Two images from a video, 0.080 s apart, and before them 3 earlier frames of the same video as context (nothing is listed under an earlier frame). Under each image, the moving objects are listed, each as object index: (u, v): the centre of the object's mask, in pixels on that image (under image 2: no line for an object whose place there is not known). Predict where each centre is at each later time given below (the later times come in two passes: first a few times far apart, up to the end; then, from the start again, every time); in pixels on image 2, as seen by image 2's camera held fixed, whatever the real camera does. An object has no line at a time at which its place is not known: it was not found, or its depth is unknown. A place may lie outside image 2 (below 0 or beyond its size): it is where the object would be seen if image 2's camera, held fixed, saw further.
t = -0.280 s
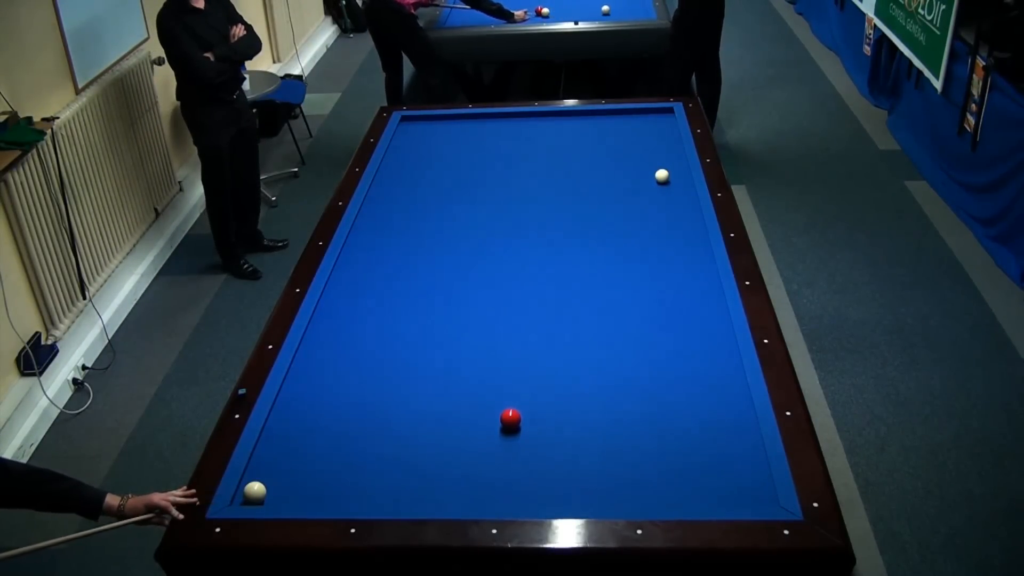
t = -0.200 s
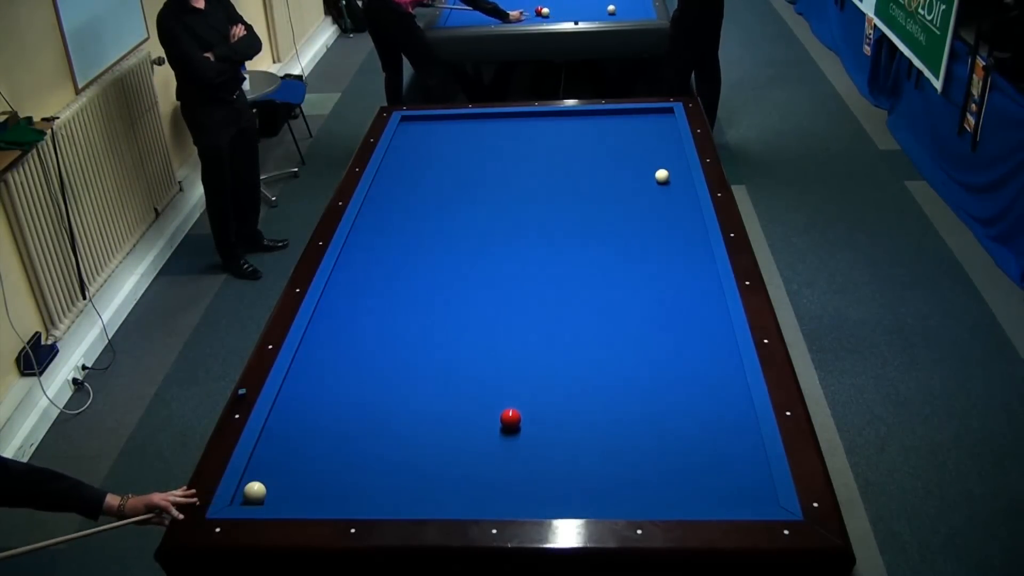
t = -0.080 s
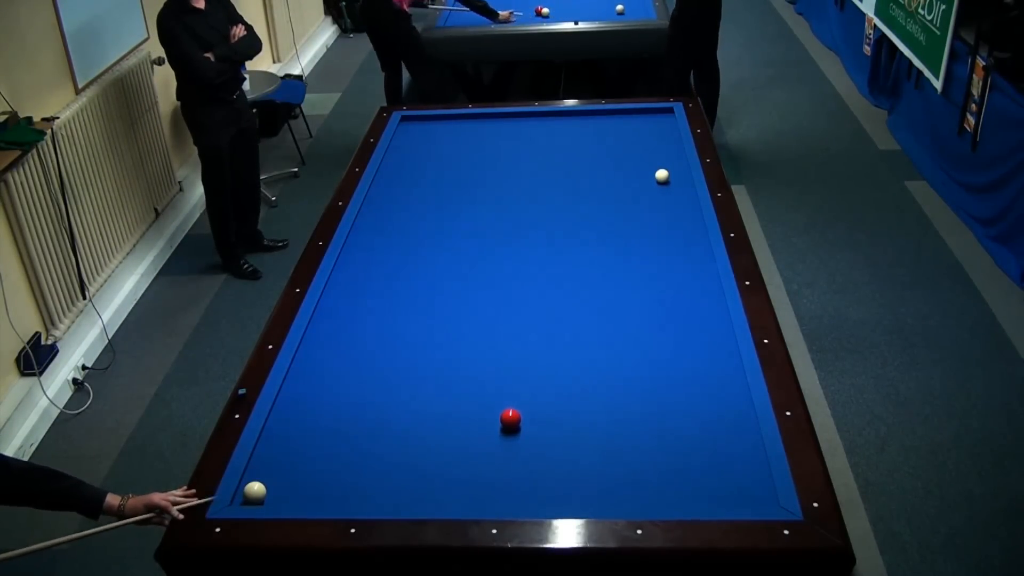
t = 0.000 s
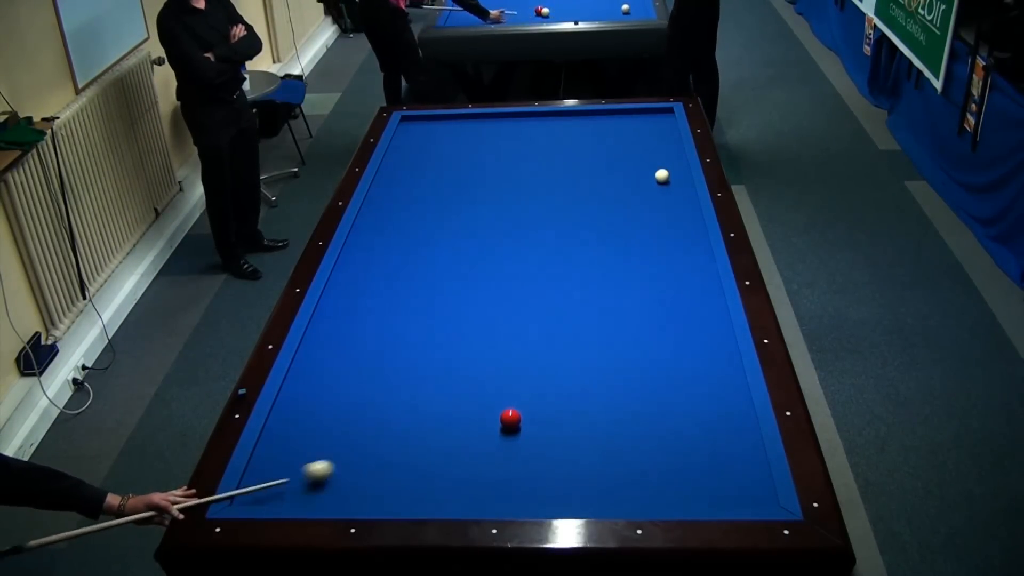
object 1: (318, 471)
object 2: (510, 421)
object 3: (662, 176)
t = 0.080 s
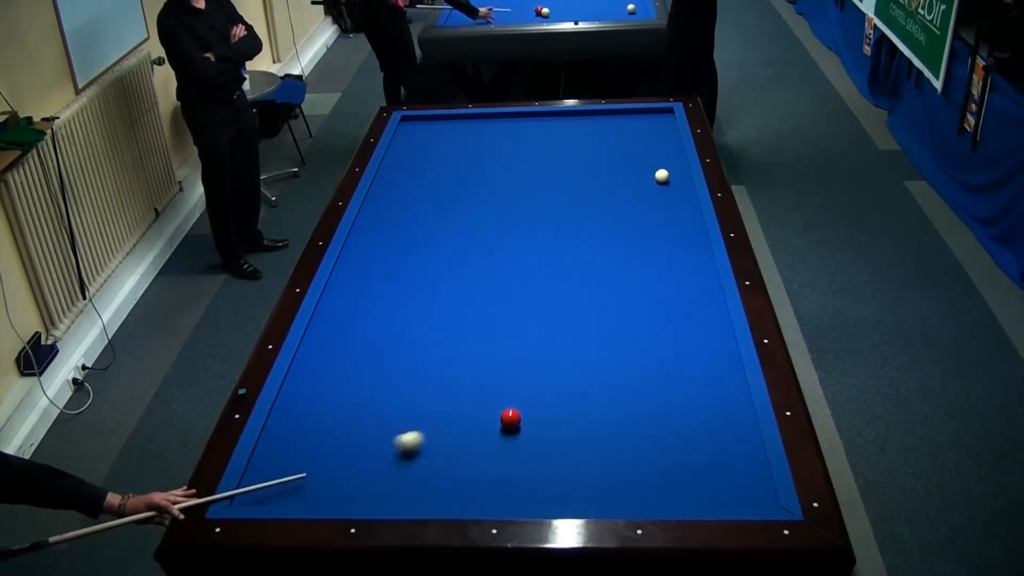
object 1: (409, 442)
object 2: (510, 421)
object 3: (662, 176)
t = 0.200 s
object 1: (497, 400)
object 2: (547, 423)
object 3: (662, 176)
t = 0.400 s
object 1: (538, 333)
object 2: (710, 438)
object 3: (662, 176)
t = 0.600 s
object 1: (588, 279)
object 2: (677, 446)
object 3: (662, 176)
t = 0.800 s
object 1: (636, 234)
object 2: (587, 452)
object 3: (662, 176)
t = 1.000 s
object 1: (678, 195)
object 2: (505, 458)
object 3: (662, 176)
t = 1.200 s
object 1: (680, 170)
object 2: (423, 464)
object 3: (641, 173)
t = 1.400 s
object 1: (674, 151)
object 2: (341, 469)
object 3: (603, 166)
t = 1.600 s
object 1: (663, 134)
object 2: (262, 475)
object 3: (569, 160)
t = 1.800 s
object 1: (654, 118)
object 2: (297, 476)
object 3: (538, 155)
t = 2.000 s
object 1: (642, 116)
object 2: (341, 477)
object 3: (507, 150)
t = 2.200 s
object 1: (626, 125)
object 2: (385, 477)
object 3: (478, 145)
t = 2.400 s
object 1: (611, 134)
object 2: (429, 479)
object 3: (451, 140)
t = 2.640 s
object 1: (591, 146)
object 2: (480, 481)
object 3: (419, 135)
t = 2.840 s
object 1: (574, 156)
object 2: (523, 482)
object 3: (405, 130)
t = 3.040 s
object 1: (558, 166)
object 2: (565, 483)
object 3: (423, 126)
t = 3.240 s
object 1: (540, 177)
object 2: (607, 483)
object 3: (439, 122)
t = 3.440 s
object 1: (522, 187)
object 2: (649, 485)
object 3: (455, 118)
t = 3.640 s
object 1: (503, 198)
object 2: (690, 486)
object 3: (468, 117)
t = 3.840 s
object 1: (484, 209)
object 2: (730, 487)
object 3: (480, 119)
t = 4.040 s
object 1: (465, 221)
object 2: (758, 488)
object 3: (491, 120)
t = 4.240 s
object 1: (445, 233)
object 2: (734, 489)
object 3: (502, 121)
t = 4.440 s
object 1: (424, 245)
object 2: (712, 489)
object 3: (513, 123)
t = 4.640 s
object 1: (402, 258)
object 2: (690, 490)
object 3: (524, 124)
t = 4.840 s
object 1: (380, 271)
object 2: (668, 490)
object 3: (535, 126)
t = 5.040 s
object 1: (358, 284)
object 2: (648, 490)
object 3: (545, 127)
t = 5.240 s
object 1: (335, 298)
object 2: (628, 490)
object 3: (555, 128)
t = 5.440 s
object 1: (327, 311)
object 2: (609, 491)
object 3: (565, 130)
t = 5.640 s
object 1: (333, 322)
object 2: (591, 491)
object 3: (574, 131)
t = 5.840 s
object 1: (338, 333)
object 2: (574, 491)
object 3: (584, 132)
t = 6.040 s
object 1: (343, 344)
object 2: (557, 491)
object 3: (593, 134)
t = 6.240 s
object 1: (348, 356)
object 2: (541, 492)
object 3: (601, 134)
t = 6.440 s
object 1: (354, 368)
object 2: (527, 492)
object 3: (610, 136)
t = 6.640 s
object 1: (359, 380)
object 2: (512, 493)
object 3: (618, 137)
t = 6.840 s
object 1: (365, 391)
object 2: (499, 492)
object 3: (626, 138)
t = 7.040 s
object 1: (370, 403)
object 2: (486, 493)
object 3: (633, 138)
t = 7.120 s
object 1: (373, 408)
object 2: (481, 492)
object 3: (636, 139)
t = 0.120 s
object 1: (452, 428)
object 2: (510, 421)
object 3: (662, 176)
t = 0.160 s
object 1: (490, 414)
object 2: (513, 421)
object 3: (662, 176)
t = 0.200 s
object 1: (497, 400)
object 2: (547, 423)
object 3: (662, 176)
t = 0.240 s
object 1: (504, 385)
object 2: (581, 426)
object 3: (662, 176)
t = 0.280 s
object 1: (512, 371)
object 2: (614, 429)
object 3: (662, 176)
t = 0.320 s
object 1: (520, 358)
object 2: (647, 431)
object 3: (662, 176)
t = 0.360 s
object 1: (528, 345)
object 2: (679, 434)
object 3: (662, 176)
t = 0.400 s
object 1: (538, 333)
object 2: (710, 438)
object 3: (662, 176)
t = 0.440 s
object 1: (547, 321)
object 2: (740, 439)
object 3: (662, 176)
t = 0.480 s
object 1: (557, 310)
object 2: (742, 441)
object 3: (662, 176)
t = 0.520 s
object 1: (567, 299)
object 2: (719, 443)
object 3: (662, 176)
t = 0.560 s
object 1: (577, 289)
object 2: (698, 445)
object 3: (662, 176)
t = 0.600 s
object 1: (588, 279)
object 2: (677, 446)
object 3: (662, 176)
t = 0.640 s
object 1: (598, 269)
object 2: (657, 447)
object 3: (662, 176)
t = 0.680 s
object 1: (608, 260)
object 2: (638, 448)
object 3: (662, 176)
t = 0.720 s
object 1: (618, 251)
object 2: (621, 449)
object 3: (662, 176)
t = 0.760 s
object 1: (627, 242)
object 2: (604, 450)
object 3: (662, 176)
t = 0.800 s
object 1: (636, 234)
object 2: (587, 452)
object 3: (662, 176)
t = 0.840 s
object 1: (645, 226)
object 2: (571, 453)
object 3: (662, 176)
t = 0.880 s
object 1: (654, 218)
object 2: (554, 455)
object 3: (662, 176)
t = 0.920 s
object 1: (662, 210)
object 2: (538, 455)
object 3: (662, 176)
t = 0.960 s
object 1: (670, 202)
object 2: (521, 457)
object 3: (662, 176)
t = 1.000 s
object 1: (678, 195)
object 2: (505, 458)
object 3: (662, 176)
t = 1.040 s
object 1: (685, 189)
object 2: (488, 460)
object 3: (662, 176)
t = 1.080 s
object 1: (683, 183)
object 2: (472, 460)
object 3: (662, 176)
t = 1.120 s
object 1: (676, 177)
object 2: (455, 461)
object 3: (661, 176)
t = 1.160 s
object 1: (678, 174)
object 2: (439, 462)
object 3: (651, 174)
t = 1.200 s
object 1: (680, 170)
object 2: (423, 464)
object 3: (641, 173)
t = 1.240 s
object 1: (681, 166)
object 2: (407, 464)
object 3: (633, 171)
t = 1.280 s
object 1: (681, 163)
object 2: (390, 465)
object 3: (624, 170)
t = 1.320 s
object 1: (678, 159)
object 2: (373, 467)
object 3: (617, 168)
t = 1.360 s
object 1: (676, 155)
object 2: (357, 468)
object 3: (610, 167)
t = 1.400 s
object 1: (674, 151)
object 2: (341, 469)
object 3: (603, 166)
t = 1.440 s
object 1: (672, 147)
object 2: (325, 471)
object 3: (596, 165)
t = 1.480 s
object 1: (669, 144)
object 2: (310, 471)
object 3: (589, 164)
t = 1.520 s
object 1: (667, 141)
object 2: (294, 473)
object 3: (582, 163)
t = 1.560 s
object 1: (665, 137)
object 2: (278, 474)
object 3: (576, 162)
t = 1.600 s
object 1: (663, 134)
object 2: (262, 475)
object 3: (569, 160)
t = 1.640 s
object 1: (661, 131)
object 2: (255, 476)
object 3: (563, 159)
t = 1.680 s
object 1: (659, 127)
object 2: (267, 476)
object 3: (556, 158)
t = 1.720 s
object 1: (657, 124)
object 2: (278, 476)
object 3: (550, 157)
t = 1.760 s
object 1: (655, 121)
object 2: (288, 476)
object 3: (544, 156)
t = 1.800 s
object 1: (654, 118)
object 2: (297, 476)
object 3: (538, 155)
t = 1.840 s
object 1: (652, 115)
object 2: (306, 477)
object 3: (531, 154)
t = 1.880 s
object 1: (650, 112)
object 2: (315, 477)
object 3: (525, 153)
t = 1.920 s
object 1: (648, 111)
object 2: (324, 476)
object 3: (519, 152)
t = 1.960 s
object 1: (645, 113)
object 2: (332, 477)
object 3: (513, 151)
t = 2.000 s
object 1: (642, 116)
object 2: (341, 477)
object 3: (507, 150)
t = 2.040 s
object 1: (639, 118)
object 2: (350, 477)
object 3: (501, 149)
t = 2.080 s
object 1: (635, 120)
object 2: (359, 477)
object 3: (496, 148)
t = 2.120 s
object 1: (632, 122)
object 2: (367, 477)
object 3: (490, 147)
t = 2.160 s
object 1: (629, 123)
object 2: (376, 477)
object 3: (484, 146)
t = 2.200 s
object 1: (626, 125)
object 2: (385, 477)
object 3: (478, 145)
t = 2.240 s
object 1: (623, 127)
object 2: (394, 477)
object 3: (473, 144)
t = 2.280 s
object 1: (620, 129)
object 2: (403, 477)
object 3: (467, 143)
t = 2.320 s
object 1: (617, 131)
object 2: (412, 478)
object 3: (462, 142)
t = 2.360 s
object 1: (614, 133)
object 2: (420, 478)
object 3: (456, 141)
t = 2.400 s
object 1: (611, 134)
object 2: (429, 479)
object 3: (451, 140)
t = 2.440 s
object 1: (607, 137)
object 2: (437, 479)
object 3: (445, 139)
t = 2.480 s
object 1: (604, 138)
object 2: (446, 479)
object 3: (440, 138)
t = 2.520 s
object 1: (601, 140)
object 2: (455, 479)
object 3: (435, 137)
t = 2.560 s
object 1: (598, 142)
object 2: (463, 480)
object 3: (429, 136)
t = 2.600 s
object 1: (594, 144)
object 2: (472, 480)
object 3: (424, 136)
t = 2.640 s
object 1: (591, 146)
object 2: (480, 481)
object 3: (419, 135)
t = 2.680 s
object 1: (588, 148)
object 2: (489, 481)
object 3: (414, 134)
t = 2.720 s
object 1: (585, 150)
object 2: (497, 481)
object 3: (409, 133)
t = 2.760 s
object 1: (581, 152)
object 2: (506, 481)
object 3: (404, 132)
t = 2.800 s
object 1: (578, 154)
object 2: (514, 482)
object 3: (401, 131)
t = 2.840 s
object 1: (574, 156)
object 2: (523, 482)
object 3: (405, 130)
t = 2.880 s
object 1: (571, 158)
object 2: (532, 482)
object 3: (409, 129)
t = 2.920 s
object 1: (568, 160)
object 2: (540, 482)
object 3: (413, 128)
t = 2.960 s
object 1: (564, 162)
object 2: (548, 482)
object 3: (416, 128)
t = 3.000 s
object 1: (561, 164)
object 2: (557, 483)
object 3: (420, 127)
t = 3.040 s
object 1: (558, 166)
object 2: (565, 483)
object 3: (423, 126)
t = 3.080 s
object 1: (554, 168)
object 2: (574, 483)
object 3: (426, 125)
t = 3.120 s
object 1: (551, 170)
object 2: (582, 483)
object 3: (429, 125)
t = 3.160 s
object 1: (547, 172)
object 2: (591, 483)
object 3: (433, 124)
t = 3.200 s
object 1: (544, 174)
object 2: (599, 484)
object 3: (436, 123)
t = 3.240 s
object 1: (540, 177)
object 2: (607, 483)
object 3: (439, 122)
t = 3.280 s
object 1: (536, 178)
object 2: (616, 484)
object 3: (442, 121)
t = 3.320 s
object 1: (533, 181)
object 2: (624, 484)
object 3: (446, 121)
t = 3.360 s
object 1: (529, 183)
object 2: (633, 485)
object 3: (449, 120)
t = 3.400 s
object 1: (526, 185)
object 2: (641, 485)
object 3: (452, 119)
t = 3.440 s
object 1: (522, 187)
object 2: (649, 485)
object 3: (455, 118)
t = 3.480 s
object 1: (518, 189)
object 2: (657, 485)
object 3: (458, 117)
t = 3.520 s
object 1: (514, 191)
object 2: (666, 485)
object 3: (461, 117)
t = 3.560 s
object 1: (511, 194)
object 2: (674, 485)
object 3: (463, 117)
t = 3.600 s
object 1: (507, 196)
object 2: (682, 486)
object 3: (466, 117)
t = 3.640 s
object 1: (503, 198)
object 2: (690, 486)
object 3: (468, 117)
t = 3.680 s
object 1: (500, 200)
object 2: (698, 487)
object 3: (470, 118)
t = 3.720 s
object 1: (496, 203)
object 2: (706, 487)
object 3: (473, 118)
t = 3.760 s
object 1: (492, 205)
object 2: (714, 487)
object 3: (475, 118)
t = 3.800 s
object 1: (488, 207)
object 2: (722, 487)
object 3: (477, 119)
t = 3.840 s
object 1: (484, 209)
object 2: (730, 487)
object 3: (480, 119)
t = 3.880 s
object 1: (480, 212)
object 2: (738, 488)
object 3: (482, 119)
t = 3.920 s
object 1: (476, 214)
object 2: (746, 488)
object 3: (484, 119)
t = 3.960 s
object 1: (473, 216)
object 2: (754, 487)
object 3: (487, 120)
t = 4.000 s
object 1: (469, 219)
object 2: (762, 488)
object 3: (489, 120)
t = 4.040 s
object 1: (465, 221)
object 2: (758, 488)
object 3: (491, 120)
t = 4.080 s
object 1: (461, 223)
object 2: (753, 488)
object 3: (493, 120)
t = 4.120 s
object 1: (457, 226)
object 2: (748, 488)
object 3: (495, 121)
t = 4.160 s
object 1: (453, 228)
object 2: (744, 488)
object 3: (498, 121)
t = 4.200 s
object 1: (448, 231)
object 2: (739, 488)
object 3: (500, 121)
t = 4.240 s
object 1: (445, 233)
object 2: (734, 489)
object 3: (502, 121)
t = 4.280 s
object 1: (440, 236)
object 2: (729, 488)
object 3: (505, 122)
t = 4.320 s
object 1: (436, 238)
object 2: (725, 489)
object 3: (507, 122)
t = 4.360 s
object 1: (432, 241)
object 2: (721, 489)
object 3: (509, 122)
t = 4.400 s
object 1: (428, 243)
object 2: (716, 489)
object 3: (511, 123)
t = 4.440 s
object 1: (424, 245)
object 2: (712, 489)
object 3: (513, 123)
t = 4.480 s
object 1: (420, 248)
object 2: (707, 489)
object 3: (516, 123)
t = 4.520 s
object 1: (415, 250)
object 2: (703, 489)
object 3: (518, 124)
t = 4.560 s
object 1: (411, 253)
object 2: (698, 489)
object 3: (520, 124)
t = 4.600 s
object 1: (407, 256)
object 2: (694, 490)
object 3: (522, 124)
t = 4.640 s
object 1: (402, 258)
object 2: (690, 490)
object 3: (524, 124)
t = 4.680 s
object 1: (398, 260)
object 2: (685, 490)
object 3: (526, 125)
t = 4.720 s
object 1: (394, 263)
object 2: (681, 490)
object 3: (528, 125)
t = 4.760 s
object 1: (389, 266)
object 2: (677, 490)
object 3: (530, 125)
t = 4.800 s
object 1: (385, 268)
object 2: (673, 490)
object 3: (533, 125)
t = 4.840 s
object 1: (380, 271)
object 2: (668, 490)
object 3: (535, 126)
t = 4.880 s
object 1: (376, 274)
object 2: (664, 490)
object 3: (537, 126)
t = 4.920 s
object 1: (371, 276)
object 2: (660, 490)
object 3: (539, 126)
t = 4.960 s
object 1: (367, 279)
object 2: (656, 490)
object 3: (541, 126)
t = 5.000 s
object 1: (362, 282)
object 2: (652, 490)
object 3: (543, 127)
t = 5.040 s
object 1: (358, 284)
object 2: (648, 490)
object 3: (545, 127)
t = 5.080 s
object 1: (353, 287)
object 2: (644, 490)
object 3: (547, 127)
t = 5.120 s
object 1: (349, 290)
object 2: (640, 490)
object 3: (549, 128)
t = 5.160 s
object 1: (344, 293)
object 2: (636, 490)
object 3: (551, 128)
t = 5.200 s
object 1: (340, 295)
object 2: (632, 490)
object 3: (553, 128)
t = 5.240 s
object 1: (335, 298)
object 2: (628, 490)
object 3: (555, 128)
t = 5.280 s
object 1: (331, 301)
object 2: (625, 491)
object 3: (557, 129)
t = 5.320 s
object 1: (326, 304)
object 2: (621, 491)
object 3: (559, 129)
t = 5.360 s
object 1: (325, 306)
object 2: (617, 491)
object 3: (561, 129)
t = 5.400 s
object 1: (327, 308)
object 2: (613, 491)
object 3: (563, 129)
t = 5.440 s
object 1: (327, 311)
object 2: (609, 491)
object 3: (565, 130)
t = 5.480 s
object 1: (329, 313)
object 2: (605, 491)
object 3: (567, 130)
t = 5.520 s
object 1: (330, 315)
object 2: (602, 491)
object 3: (569, 130)
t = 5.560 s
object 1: (331, 317)
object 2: (598, 491)
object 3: (571, 130)
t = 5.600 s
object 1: (332, 319)
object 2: (595, 491)
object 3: (572, 131)
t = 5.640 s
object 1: (333, 322)
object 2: (591, 491)
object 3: (574, 131)
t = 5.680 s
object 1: (334, 324)
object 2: (588, 491)
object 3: (576, 131)
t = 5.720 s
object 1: (335, 326)
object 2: (584, 491)
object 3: (578, 131)
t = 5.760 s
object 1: (336, 328)
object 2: (581, 491)
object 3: (580, 131)
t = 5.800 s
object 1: (337, 331)
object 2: (577, 491)
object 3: (582, 132)
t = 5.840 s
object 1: (338, 333)
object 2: (574, 491)
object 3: (584, 132)
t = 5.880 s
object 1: (339, 335)
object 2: (570, 491)
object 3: (585, 132)
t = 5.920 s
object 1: (340, 337)
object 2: (567, 491)
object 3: (587, 133)
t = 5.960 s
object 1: (341, 340)
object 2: (564, 491)
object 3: (589, 133)
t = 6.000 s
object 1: (342, 342)
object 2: (561, 491)
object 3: (591, 133)
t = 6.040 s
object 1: (343, 344)
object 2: (557, 491)
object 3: (593, 134)
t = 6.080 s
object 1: (344, 347)
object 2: (554, 492)
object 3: (594, 134)
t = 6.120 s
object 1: (345, 349)
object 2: (551, 492)
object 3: (596, 134)
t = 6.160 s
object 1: (346, 352)
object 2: (548, 492)
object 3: (598, 134)
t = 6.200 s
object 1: (347, 354)
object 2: (545, 492)
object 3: (600, 134)
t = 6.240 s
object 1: (348, 356)
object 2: (541, 492)
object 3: (601, 134)
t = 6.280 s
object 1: (349, 359)
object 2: (538, 492)
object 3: (603, 135)
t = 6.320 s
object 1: (351, 361)
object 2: (535, 492)
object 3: (605, 135)
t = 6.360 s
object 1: (352, 363)
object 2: (532, 492)
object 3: (606, 135)
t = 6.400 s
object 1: (353, 366)
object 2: (530, 492)
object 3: (608, 135)
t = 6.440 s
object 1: (354, 368)
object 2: (527, 492)
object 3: (610, 136)
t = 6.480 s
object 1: (355, 370)
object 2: (524, 492)
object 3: (611, 136)
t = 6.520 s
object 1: (356, 373)
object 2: (521, 492)
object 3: (613, 136)
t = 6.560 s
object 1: (357, 375)
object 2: (518, 492)
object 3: (615, 136)
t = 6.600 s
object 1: (358, 378)
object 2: (515, 492)
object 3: (616, 136)
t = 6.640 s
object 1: (359, 380)
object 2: (512, 493)
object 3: (618, 137)
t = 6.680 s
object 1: (360, 382)
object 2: (509, 492)
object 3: (620, 137)
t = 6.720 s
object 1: (361, 384)
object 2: (507, 492)
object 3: (621, 137)
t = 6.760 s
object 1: (362, 387)
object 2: (504, 492)
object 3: (623, 137)
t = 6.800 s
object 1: (364, 389)
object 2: (502, 492)
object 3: (624, 137)
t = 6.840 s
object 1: (365, 391)
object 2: (499, 492)
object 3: (626, 138)
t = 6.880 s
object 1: (366, 394)
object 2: (496, 492)
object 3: (627, 138)
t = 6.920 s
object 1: (367, 396)
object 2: (494, 492)
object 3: (629, 138)
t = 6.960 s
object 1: (368, 399)
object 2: (491, 492)
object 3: (630, 138)
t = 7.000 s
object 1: (369, 401)
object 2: (489, 492)
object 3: (632, 138)
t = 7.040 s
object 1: (370, 403)
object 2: (486, 493)
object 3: (633, 138)
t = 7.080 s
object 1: (372, 406)
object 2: (484, 493)
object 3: (635, 139)
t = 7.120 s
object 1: (373, 408)
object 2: (481, 492)
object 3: (636, 139)
